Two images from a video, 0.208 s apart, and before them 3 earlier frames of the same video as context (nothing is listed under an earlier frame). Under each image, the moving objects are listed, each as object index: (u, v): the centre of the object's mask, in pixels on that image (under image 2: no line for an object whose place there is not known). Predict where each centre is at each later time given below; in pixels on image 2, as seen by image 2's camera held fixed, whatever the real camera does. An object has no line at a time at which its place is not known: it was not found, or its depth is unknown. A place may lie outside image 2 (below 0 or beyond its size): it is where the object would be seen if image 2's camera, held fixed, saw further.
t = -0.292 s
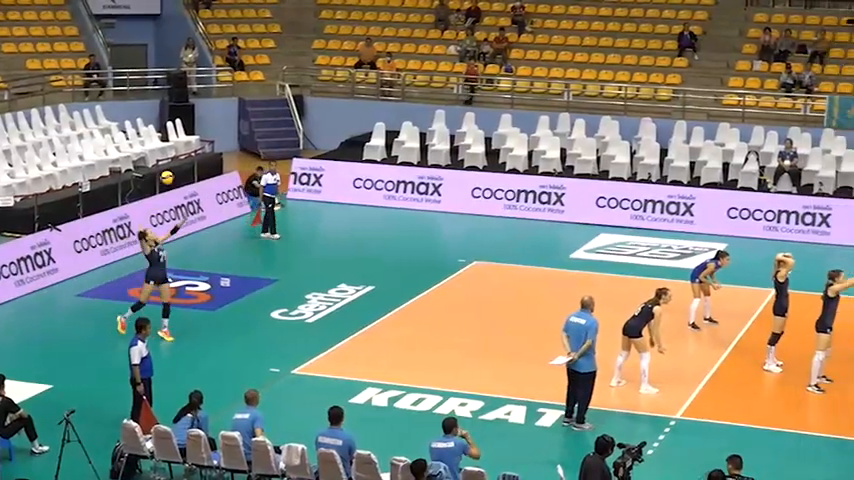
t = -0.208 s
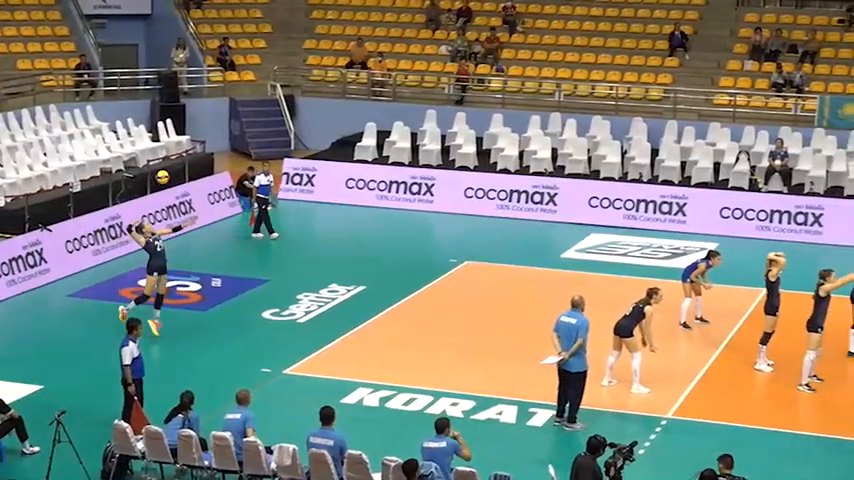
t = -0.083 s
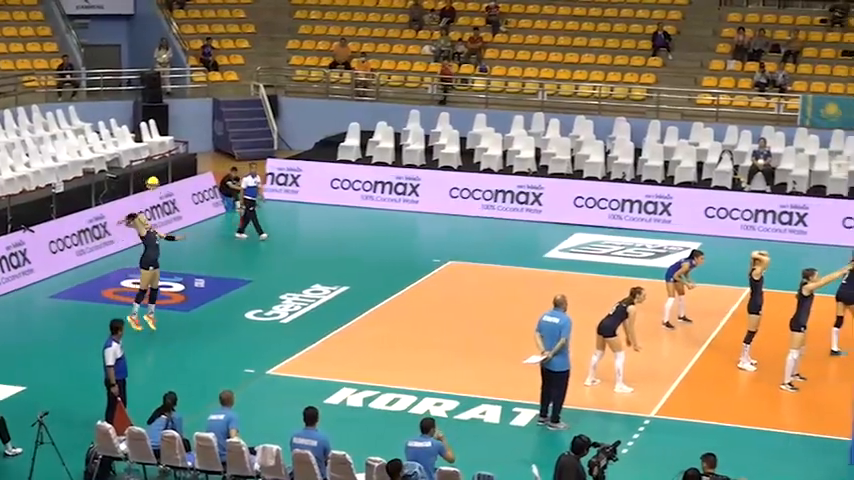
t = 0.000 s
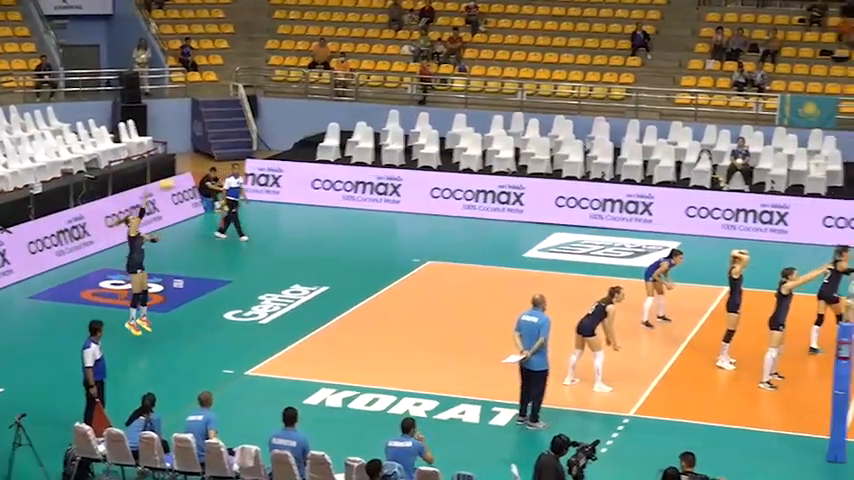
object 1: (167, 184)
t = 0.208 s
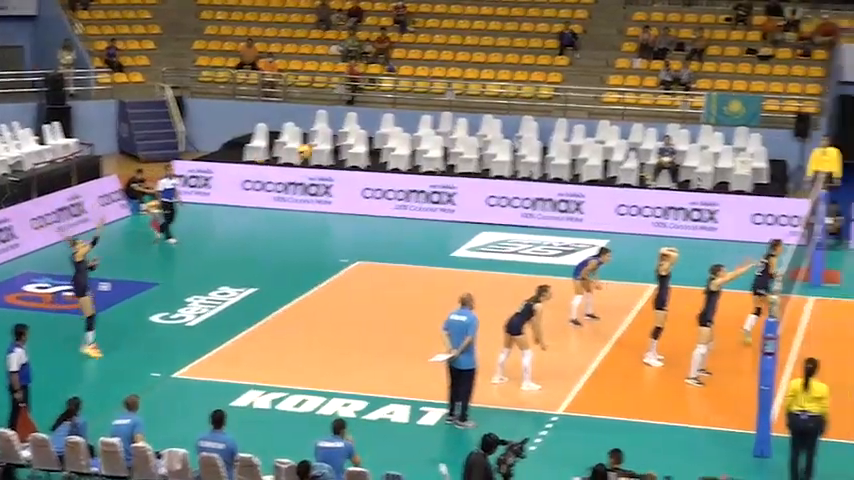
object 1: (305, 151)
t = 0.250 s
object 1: (343, 146)
